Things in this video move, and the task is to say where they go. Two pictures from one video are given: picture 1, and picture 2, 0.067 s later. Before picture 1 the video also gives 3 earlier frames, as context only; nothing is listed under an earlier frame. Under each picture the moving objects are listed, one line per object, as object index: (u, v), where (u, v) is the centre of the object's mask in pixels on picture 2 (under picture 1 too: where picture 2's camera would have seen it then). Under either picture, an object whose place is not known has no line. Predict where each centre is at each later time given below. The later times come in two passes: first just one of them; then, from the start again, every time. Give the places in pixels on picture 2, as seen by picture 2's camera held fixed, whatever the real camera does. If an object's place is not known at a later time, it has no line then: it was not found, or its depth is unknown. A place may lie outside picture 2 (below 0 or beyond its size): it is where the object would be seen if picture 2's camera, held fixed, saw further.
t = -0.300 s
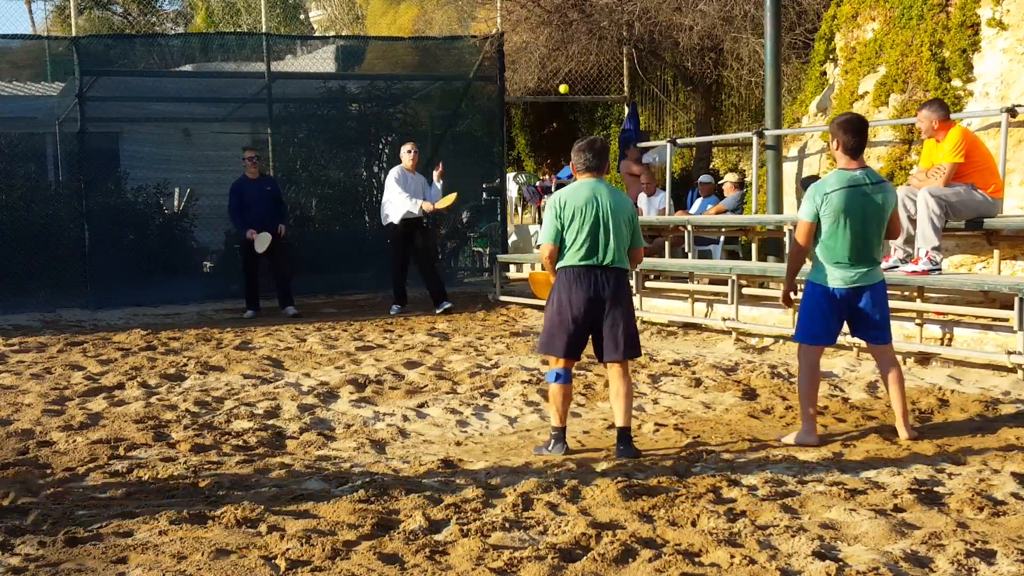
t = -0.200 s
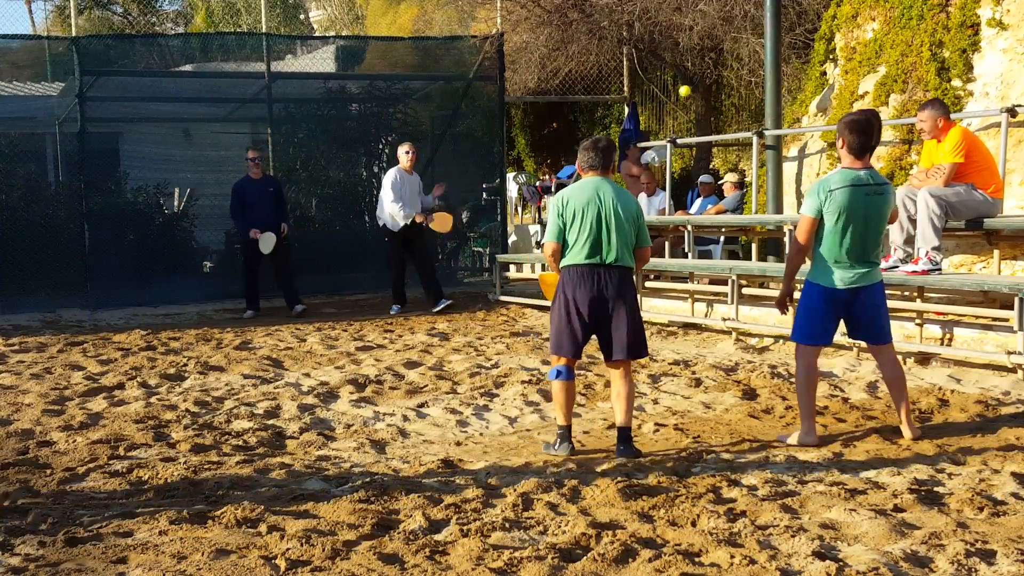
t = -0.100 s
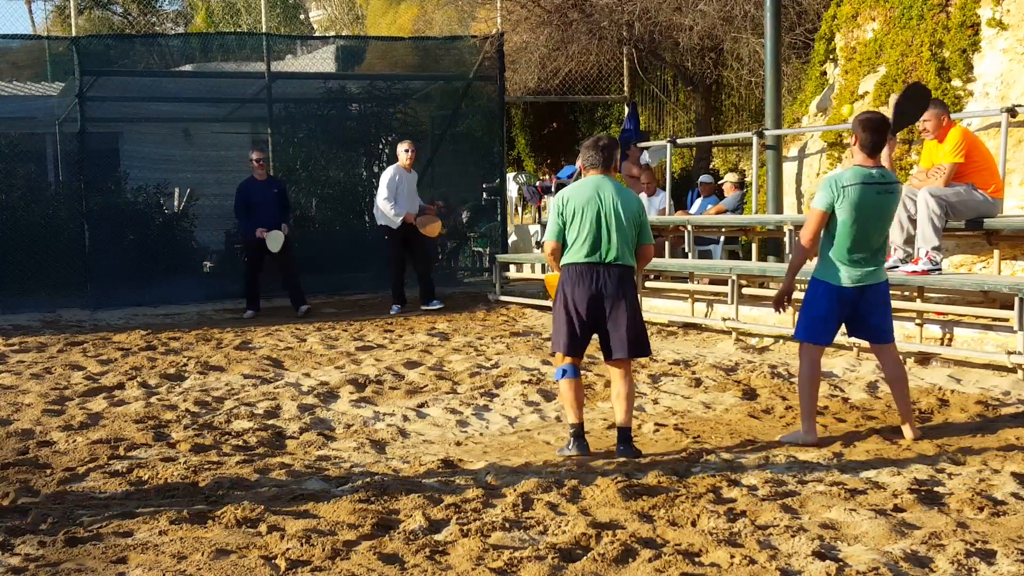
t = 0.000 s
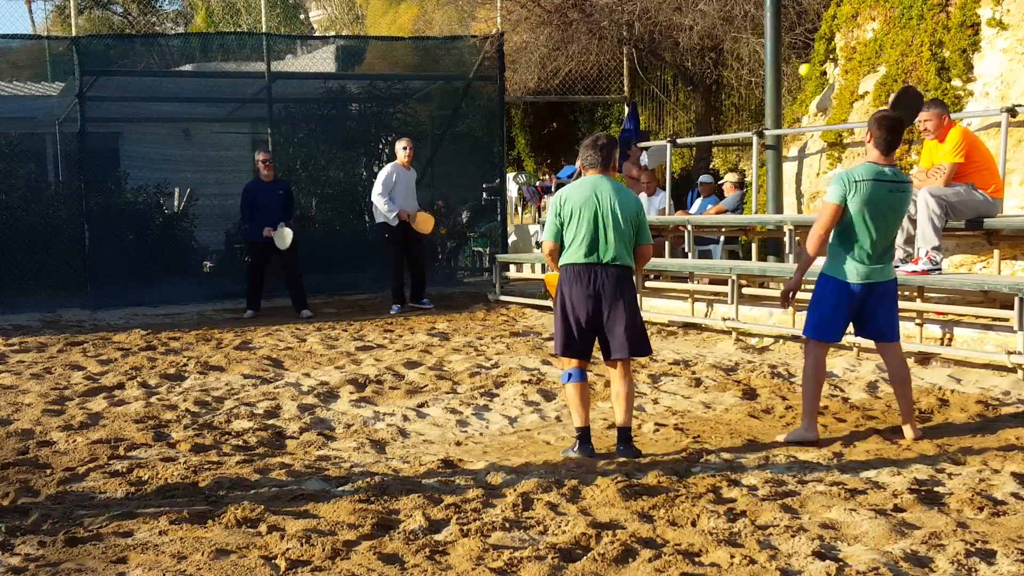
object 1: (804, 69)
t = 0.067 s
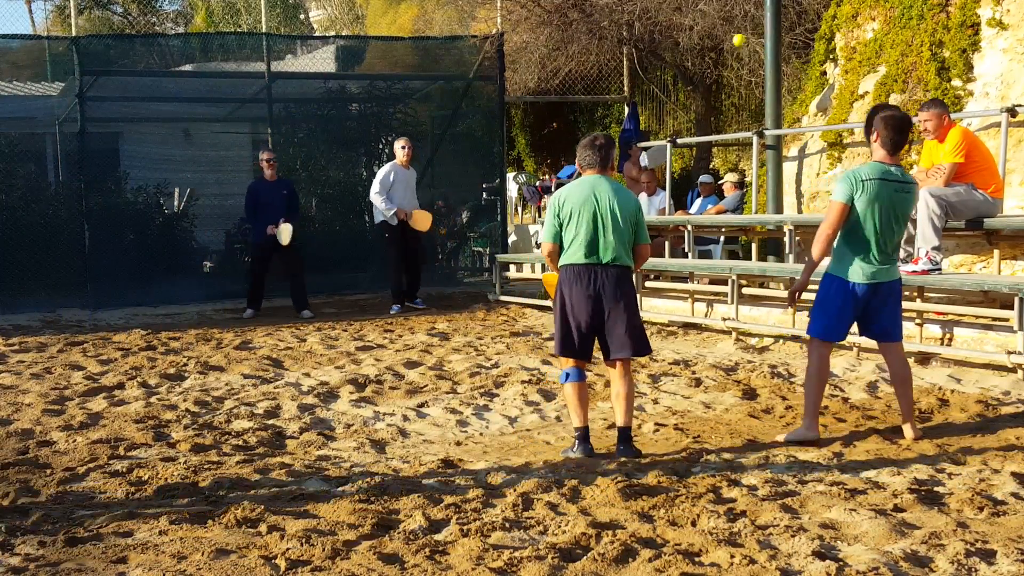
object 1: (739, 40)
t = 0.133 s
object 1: (679, 20)
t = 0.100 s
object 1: (708, 29)
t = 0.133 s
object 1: (679, 20)
